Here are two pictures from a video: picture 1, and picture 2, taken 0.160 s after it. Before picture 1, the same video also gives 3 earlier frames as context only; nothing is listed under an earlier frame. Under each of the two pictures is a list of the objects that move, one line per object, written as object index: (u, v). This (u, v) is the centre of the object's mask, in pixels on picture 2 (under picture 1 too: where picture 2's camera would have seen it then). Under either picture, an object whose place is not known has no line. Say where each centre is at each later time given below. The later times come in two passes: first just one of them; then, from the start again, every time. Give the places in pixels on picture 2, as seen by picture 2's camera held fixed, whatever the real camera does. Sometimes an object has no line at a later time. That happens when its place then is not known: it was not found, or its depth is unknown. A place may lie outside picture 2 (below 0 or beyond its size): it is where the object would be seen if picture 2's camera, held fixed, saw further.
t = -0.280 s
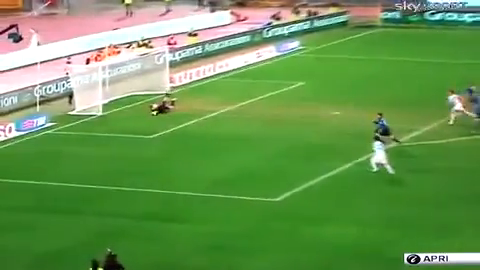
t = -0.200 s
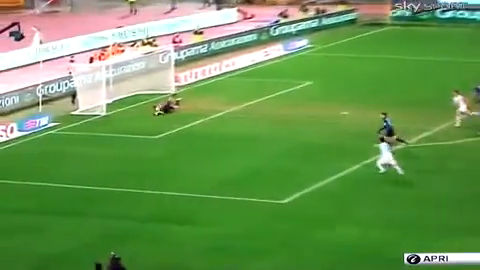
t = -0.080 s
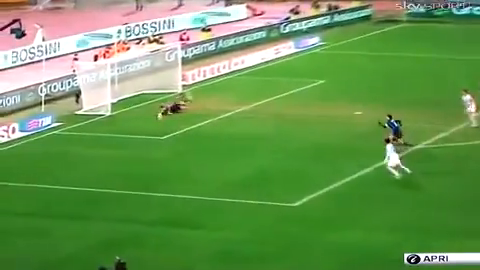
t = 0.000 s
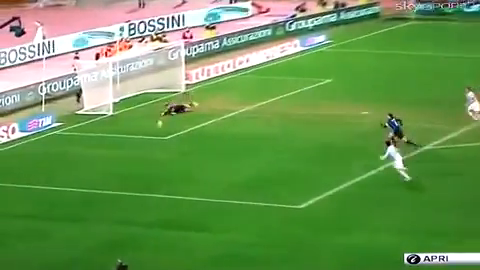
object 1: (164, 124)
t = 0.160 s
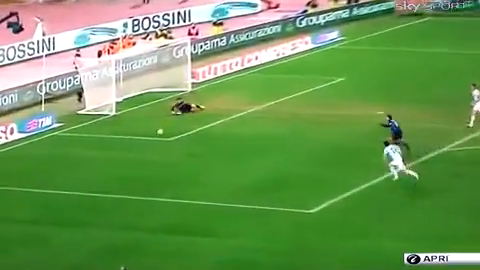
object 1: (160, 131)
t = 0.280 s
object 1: (157, 131)
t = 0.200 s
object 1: (159, 131)
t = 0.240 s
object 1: (158, 131)
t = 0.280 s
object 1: (157, 131)
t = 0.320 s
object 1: (156, 132)
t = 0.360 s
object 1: (156, 133)
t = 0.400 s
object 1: (155, 135)
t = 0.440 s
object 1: (154, 137)
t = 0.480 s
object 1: (154, 141)
